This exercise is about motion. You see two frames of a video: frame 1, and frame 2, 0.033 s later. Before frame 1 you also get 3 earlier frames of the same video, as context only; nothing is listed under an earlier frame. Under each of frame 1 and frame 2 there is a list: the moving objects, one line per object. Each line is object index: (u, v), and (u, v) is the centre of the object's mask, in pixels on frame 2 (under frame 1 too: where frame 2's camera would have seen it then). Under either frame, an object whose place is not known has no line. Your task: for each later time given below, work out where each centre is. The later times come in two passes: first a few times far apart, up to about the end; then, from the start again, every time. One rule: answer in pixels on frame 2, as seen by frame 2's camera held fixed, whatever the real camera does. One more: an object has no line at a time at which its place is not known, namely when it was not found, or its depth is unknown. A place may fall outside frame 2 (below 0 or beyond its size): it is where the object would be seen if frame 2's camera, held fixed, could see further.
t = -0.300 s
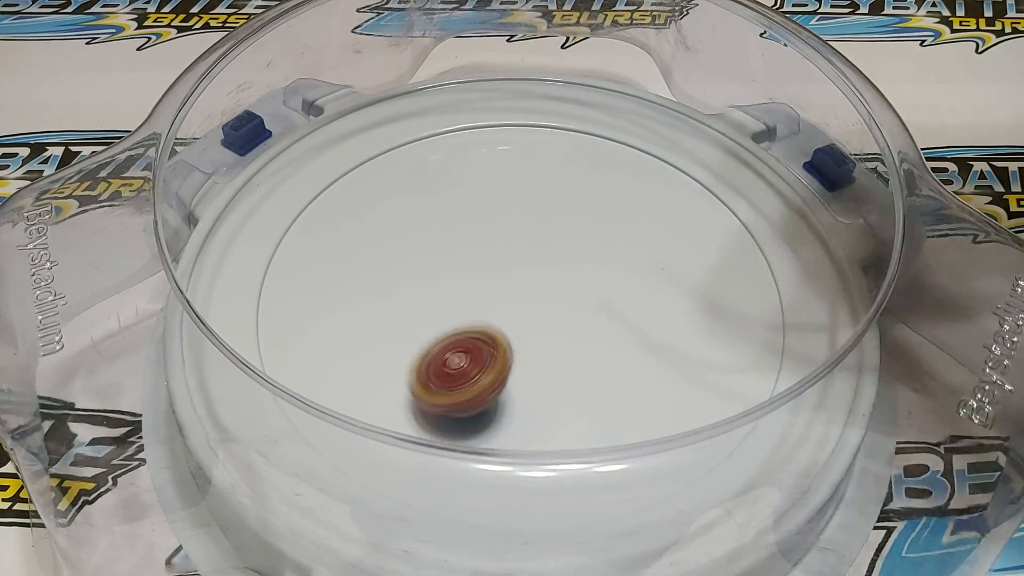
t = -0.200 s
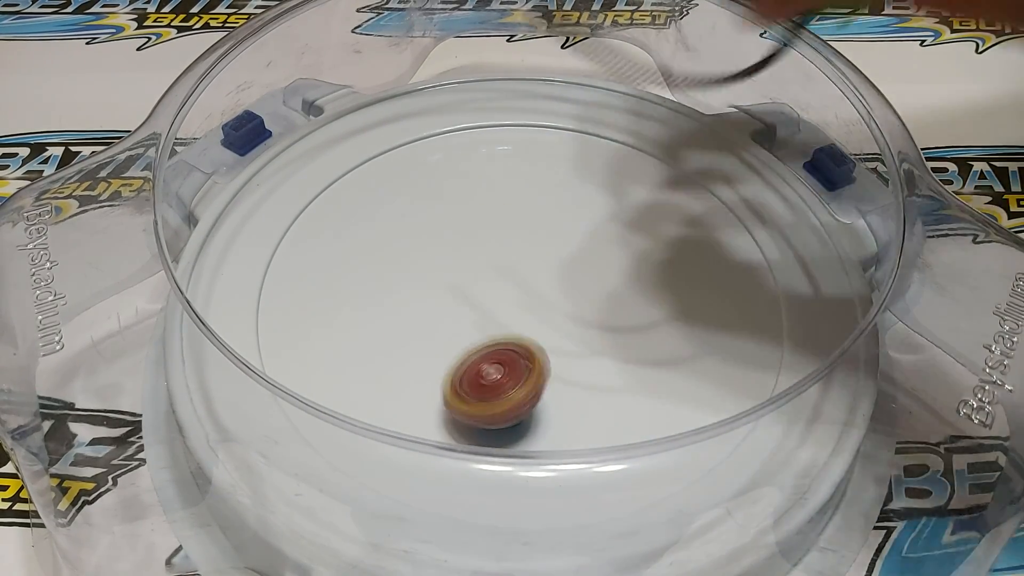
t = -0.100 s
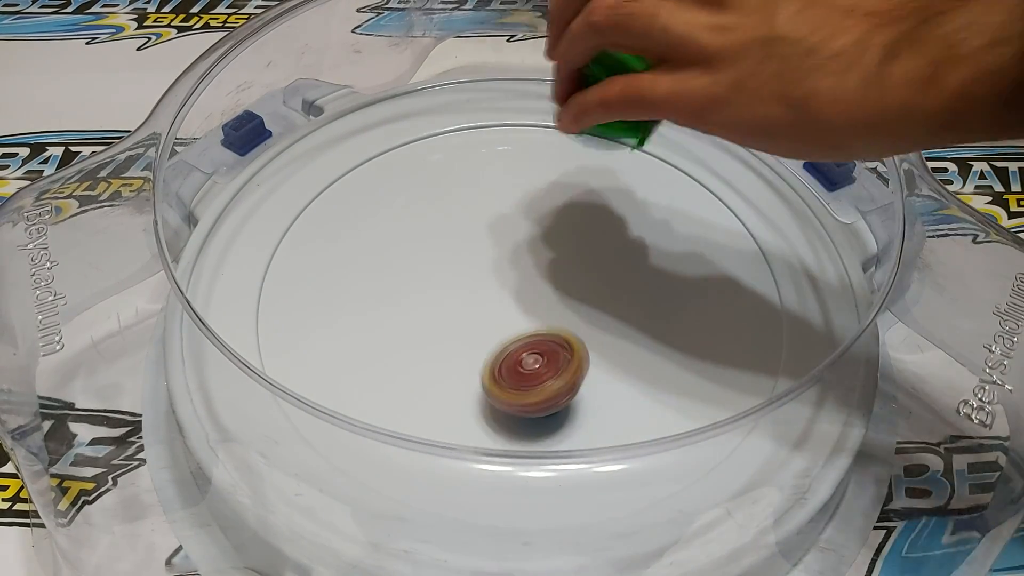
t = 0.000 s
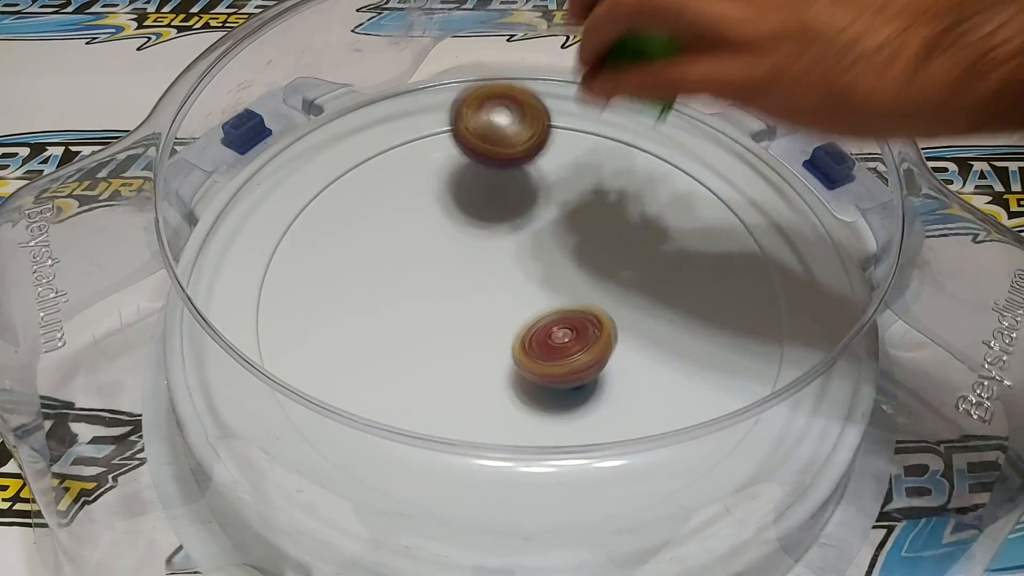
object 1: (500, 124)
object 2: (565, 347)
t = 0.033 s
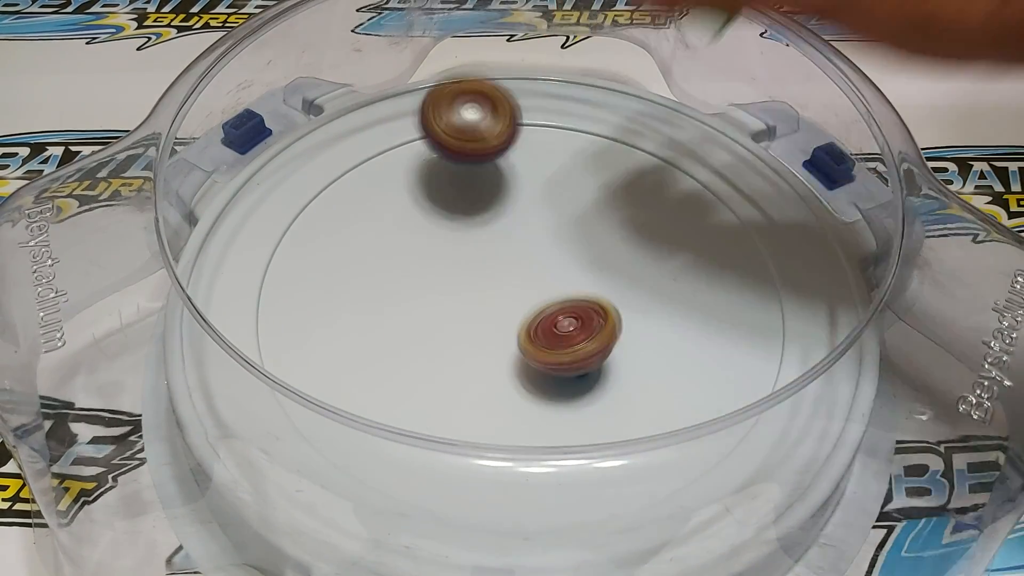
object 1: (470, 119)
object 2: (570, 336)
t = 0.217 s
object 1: (359, 166)
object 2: (554, 277)
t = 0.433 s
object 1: (462, 331)
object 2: (473, 242)
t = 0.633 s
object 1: (762, 334)
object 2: (408, 265)
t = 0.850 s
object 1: (709, 164)
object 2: (420, 327)
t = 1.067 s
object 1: (411, 113)
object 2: (490, 358)
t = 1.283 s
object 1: (292, 384)
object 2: (511, 314)
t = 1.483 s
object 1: (766, 424)
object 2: (463, 248)
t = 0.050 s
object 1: (454, 123)
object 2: (571, 331)
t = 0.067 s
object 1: (439, 133)
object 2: (572, 325)
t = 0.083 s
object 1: (426, 134)
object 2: (573, 320)
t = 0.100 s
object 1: (415, 129)
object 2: (573, 313)
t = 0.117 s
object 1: (405, 131)
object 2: (571, 308)
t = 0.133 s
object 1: (394, 137)
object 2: (570, 302)
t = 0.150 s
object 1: (384, 141)
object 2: (568, 296)
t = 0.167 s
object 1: (376, 147)
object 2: (566, 291)
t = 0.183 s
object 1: (369, 152)
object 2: (562, 286)
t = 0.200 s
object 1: (363, 158)
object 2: (558, 281)
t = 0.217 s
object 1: (359, 166)
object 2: (554, 277)
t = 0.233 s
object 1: (355, 176)
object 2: (550, 271)
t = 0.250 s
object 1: (354, 184)
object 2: (544, 268)
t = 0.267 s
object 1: (355, 196)
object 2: (539, 264)
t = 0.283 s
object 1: (356, 208)
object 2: (532, 260)
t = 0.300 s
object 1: (359, 225)
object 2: (526, 257)
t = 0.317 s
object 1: (365, 239)
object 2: (520, 254)
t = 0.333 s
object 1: (372, 254)
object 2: (513, 251)
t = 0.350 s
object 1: (381, 271)
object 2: (506, 250)
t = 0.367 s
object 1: (393, 284)
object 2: (500, 247)
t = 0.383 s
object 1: (407, 300)
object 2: (493, 244)
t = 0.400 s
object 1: (422, 313)
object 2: (486, 244)
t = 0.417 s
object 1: (441, 319)
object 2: (480, 242)
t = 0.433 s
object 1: (462, 331)
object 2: (473, 242)
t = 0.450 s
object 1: (484, 345)
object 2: (466, 242)
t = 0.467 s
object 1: (505, 364)
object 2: (459, 242)
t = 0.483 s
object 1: (532, 365)
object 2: (453, 243)
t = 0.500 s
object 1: (560, 361)
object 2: (447, 243)
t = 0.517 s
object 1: (588, 365)
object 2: (440, 245)
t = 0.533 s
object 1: (616, 371)
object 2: (434, 247)
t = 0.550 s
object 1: (641, 378)
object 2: (429, 248)
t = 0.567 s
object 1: (669, 370)
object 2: (424, 251)
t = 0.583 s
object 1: (692, 358)
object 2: (419, 254)
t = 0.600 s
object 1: (720, 344)
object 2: (415, 257)
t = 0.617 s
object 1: (740, 339)
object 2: (411, 261)
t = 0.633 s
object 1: (762, 334)
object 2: (408, 265)
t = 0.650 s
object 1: (777, 328)
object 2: (405, 269)
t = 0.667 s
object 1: (795, 310)
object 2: (403, 273)
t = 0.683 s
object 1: (808, 297)
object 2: (401, 278)
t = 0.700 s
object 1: (820, 283)
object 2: (401, 283)
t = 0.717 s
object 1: (828, 269)
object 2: (401, 288)
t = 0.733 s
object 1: (830, 252)
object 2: (400, 293)
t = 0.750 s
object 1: (816, 240)
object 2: (401, 297)
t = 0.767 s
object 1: (799, 229)
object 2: (403, 302)
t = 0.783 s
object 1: (782, 213)
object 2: (406, 308)
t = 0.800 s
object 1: (766, 199)
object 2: (408, 313)
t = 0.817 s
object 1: (746, 188)
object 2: (412, 317)
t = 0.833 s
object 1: (728, 173)
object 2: (416, 322)
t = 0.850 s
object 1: (709, 164)
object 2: (420, 327)
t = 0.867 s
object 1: (689, 149)
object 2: (425, 331)
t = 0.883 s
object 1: (670, 138)
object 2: (430, 336)
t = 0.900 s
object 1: (649, 131)
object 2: (435, 340)
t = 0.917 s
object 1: (628, 119)
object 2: (441, 344)
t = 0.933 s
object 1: (606, 115)
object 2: (446, 347)
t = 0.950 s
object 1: (583, 106)
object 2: (452, 350)
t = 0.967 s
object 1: (557, 107)
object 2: (457, 352)
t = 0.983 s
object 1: (532, 103)
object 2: (463, 354)
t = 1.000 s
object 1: (508, 103)
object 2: (469, 356)
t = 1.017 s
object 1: (482, 104)
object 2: (475, 357)
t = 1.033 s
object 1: (458, 106)
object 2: (480, 358)
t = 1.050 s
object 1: (435, 108)
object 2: (485, 358)
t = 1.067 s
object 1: (411, 113)
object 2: (490, 358)
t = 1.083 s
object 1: (388, 127)
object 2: (495, 357)
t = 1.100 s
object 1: (369, 135)
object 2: (498, 356)
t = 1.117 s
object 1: (349, 153)
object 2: (502, 354)
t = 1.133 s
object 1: (329, 167)
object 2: (506, 352)
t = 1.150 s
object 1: (315, 180)
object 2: (508, 349)
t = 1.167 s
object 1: (297, 201)
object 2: (510, 346)
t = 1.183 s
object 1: (283, 222)
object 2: (513, 342)
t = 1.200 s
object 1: (272, 245)
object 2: (513, 338)
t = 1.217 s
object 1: (263, 268)
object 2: (514, 334)
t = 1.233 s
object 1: (260, 293)
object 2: (514, 330)
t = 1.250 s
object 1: (260, 317)
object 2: (514, 325)
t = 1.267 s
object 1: (275, 355)
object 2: (513, 320)
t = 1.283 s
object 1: (292, 384)
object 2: (511, 314)
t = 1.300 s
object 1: (319, 410)
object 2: (509, 309)
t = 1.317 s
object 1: (351, 441)
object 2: (507, 303)
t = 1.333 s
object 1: (385, 460)
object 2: (503, 298)
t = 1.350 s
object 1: (424, 495)
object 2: (500, 292)
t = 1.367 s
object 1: (470, 506)
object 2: (496, 286)
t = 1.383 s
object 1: (520, 520)
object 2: (492, 281)
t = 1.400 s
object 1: (568, 524)
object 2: (487, 275)
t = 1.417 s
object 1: (613, 519)
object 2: (484, 269)
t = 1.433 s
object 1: (659, 507)
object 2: (478, 262)
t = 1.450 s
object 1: (702, 488)
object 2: (474, 257)
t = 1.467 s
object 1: (731, 451)
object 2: (469, 253)
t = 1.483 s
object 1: (766, 424)
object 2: (463, 248)
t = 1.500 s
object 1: (796, 401)
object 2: (458, 245)
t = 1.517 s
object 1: (824, 366)
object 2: (453, 241)
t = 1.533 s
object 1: (846, 338)
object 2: (448, 238)
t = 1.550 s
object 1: (862, 305)
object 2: (443, 236)
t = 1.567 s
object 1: (842, 278)
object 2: (435, 235)
